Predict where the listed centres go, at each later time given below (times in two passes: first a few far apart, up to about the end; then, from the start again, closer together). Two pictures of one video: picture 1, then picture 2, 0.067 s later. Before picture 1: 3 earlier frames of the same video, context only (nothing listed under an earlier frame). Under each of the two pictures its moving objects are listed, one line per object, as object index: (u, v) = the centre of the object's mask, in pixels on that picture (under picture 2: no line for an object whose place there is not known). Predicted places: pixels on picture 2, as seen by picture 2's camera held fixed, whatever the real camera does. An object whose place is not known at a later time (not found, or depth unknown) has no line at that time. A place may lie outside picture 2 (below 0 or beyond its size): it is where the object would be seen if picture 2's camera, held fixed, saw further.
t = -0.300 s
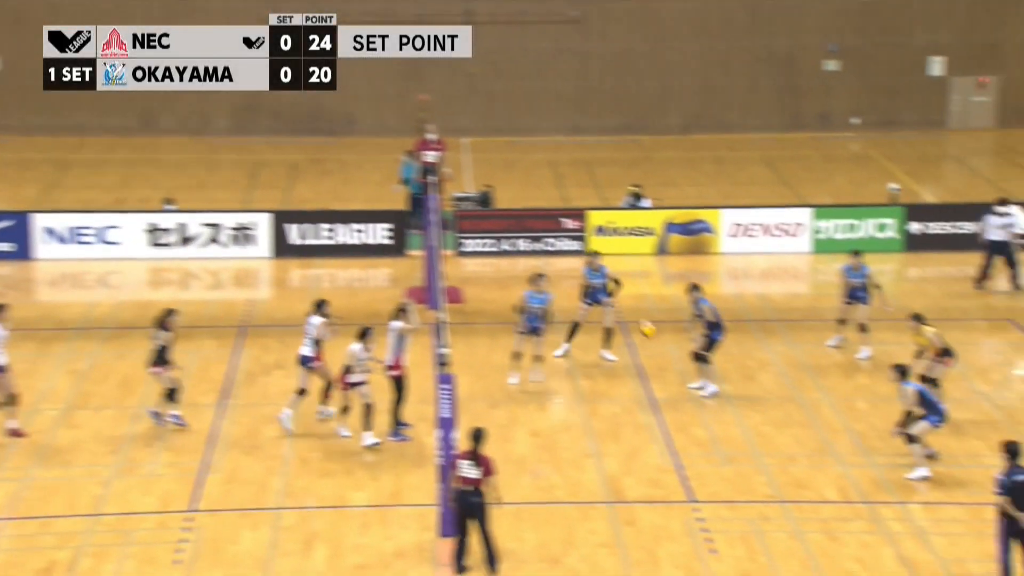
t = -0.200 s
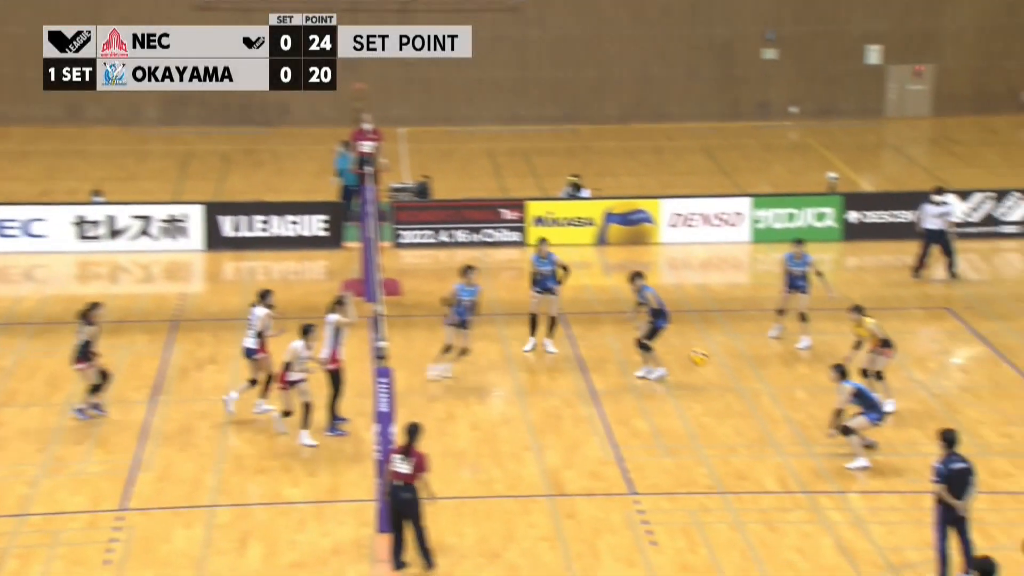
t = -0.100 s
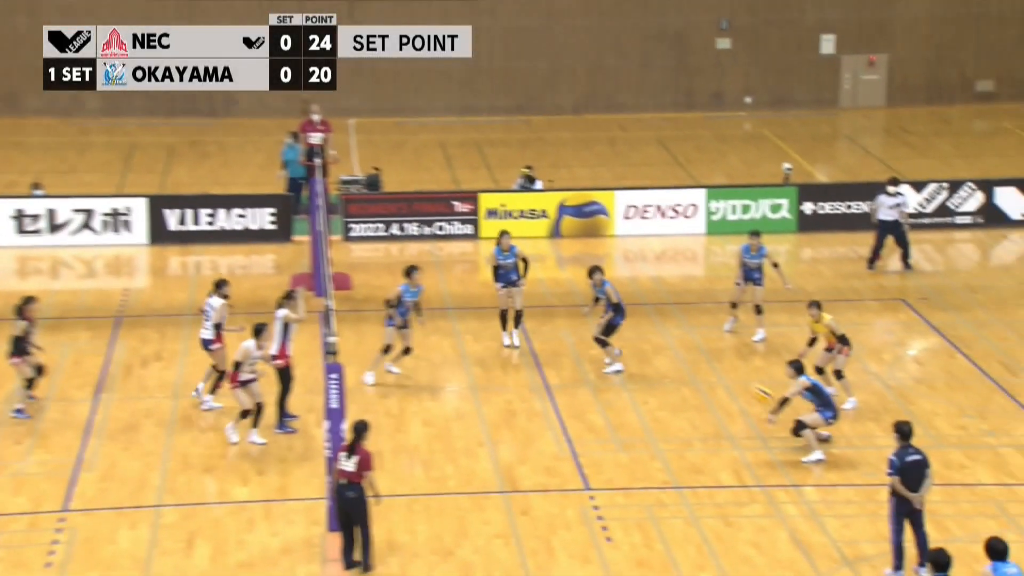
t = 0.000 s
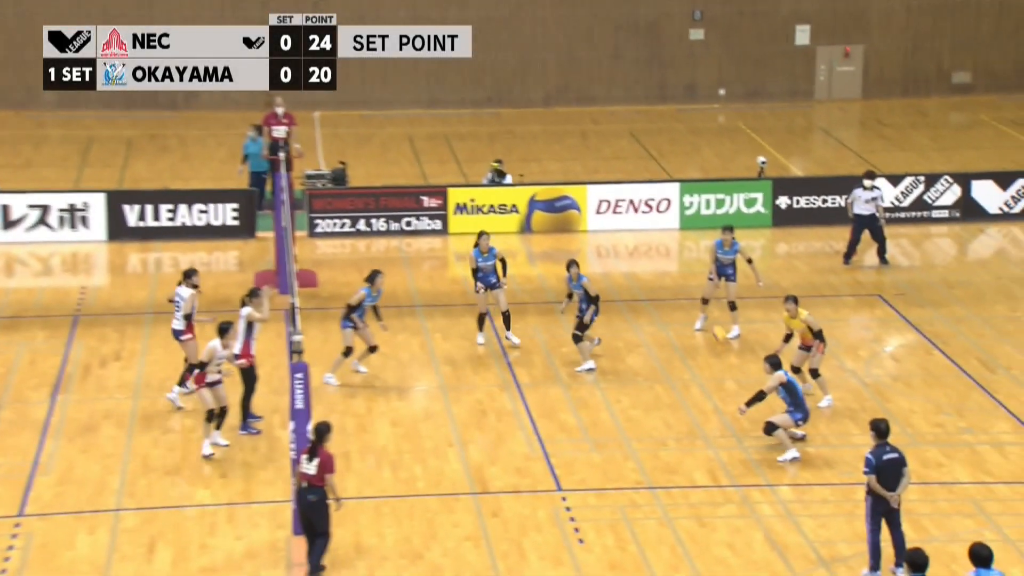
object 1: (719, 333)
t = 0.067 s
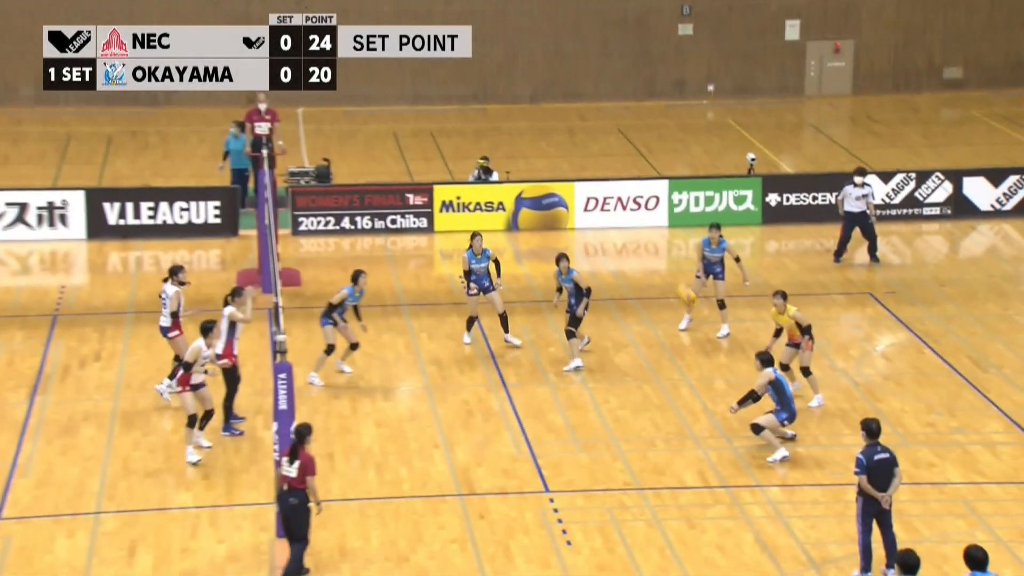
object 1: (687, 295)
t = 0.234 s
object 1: (634, 208)
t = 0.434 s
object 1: (574, 134)
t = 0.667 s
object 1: (506, 88)
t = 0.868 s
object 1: (450, 83)
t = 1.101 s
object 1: (389, 115)
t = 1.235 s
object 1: (357, 150)
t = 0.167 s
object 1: (654, 242)
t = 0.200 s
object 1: (644, 224)
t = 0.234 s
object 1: (634, 208)
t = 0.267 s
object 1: (623, 195)
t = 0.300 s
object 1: (612, 179)
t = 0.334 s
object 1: (603, 167)
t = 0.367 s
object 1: (593, 155)
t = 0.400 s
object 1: (582, 143)
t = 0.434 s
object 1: (574, 134)
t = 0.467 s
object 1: (563, 124)
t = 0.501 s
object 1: (554, 116)
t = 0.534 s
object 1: (544, 109)
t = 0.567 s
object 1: (534, 102)
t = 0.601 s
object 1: (524, 96)
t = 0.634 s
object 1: (515, 92)
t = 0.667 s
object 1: (506, 88)
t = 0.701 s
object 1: (496, 85)
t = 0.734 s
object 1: (487, 83)
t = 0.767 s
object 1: (477, 82)
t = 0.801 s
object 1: (468, 81)
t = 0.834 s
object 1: (459, 81)
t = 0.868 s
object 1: (450, 83)
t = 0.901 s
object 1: (441, 85)
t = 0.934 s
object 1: (432, 88)
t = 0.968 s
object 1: (424, 91)
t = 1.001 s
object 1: (415, 95)
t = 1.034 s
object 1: (406, 101)
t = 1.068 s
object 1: (398, 107)
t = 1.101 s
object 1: (389, 115)
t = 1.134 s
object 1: (381, 123)
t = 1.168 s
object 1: (372, 131)
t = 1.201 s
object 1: (364, 140)
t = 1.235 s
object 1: (357, 150)
